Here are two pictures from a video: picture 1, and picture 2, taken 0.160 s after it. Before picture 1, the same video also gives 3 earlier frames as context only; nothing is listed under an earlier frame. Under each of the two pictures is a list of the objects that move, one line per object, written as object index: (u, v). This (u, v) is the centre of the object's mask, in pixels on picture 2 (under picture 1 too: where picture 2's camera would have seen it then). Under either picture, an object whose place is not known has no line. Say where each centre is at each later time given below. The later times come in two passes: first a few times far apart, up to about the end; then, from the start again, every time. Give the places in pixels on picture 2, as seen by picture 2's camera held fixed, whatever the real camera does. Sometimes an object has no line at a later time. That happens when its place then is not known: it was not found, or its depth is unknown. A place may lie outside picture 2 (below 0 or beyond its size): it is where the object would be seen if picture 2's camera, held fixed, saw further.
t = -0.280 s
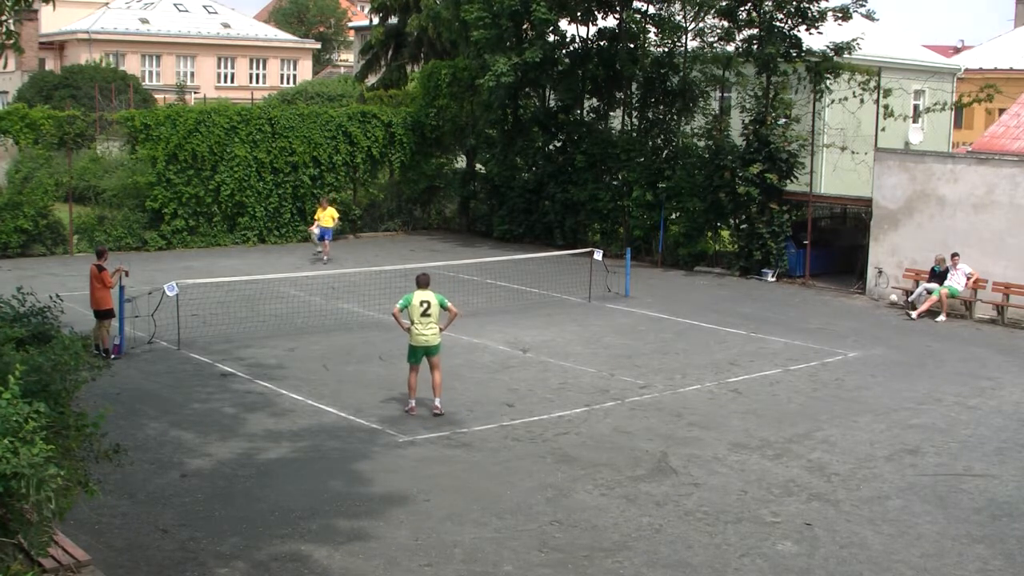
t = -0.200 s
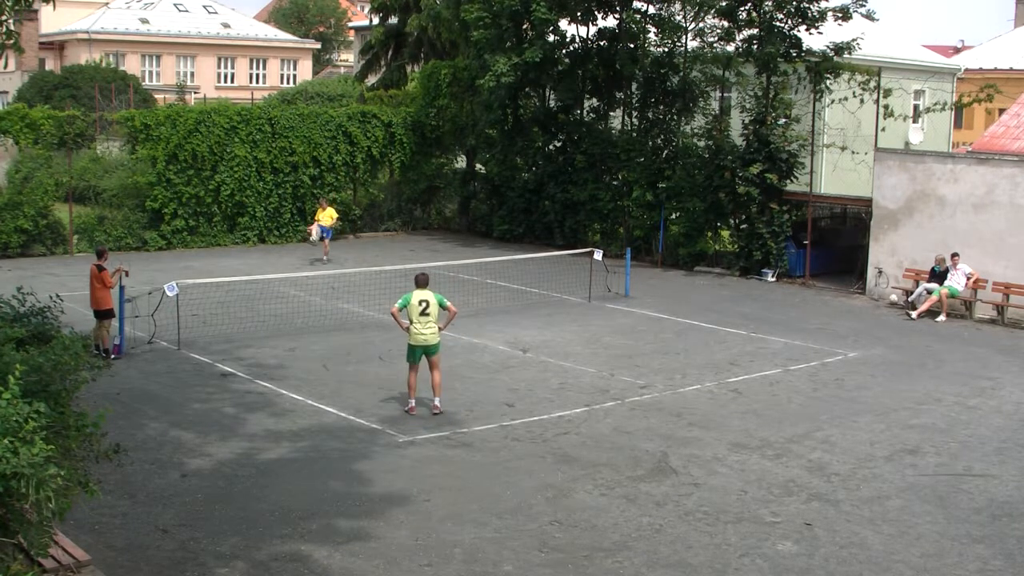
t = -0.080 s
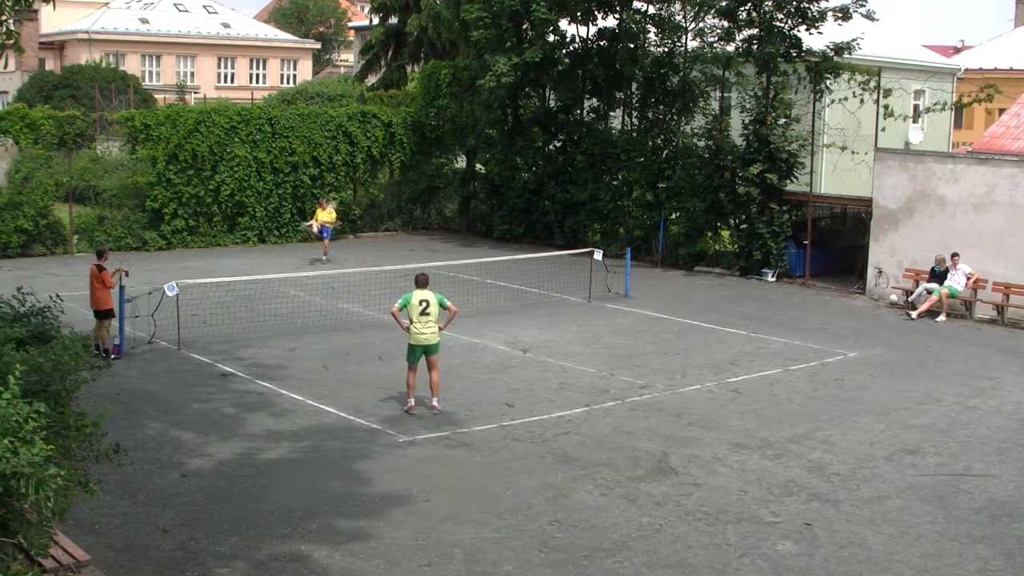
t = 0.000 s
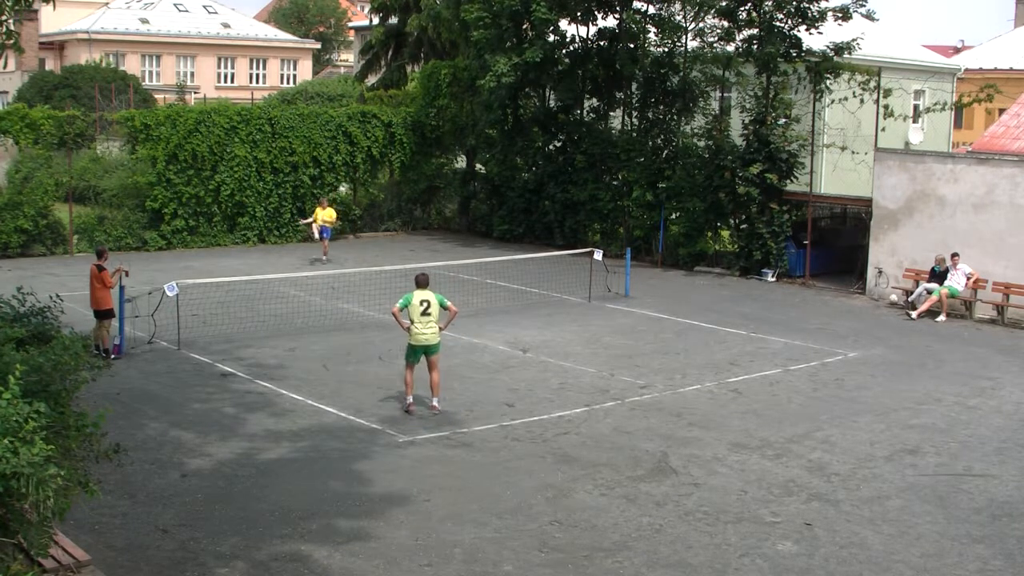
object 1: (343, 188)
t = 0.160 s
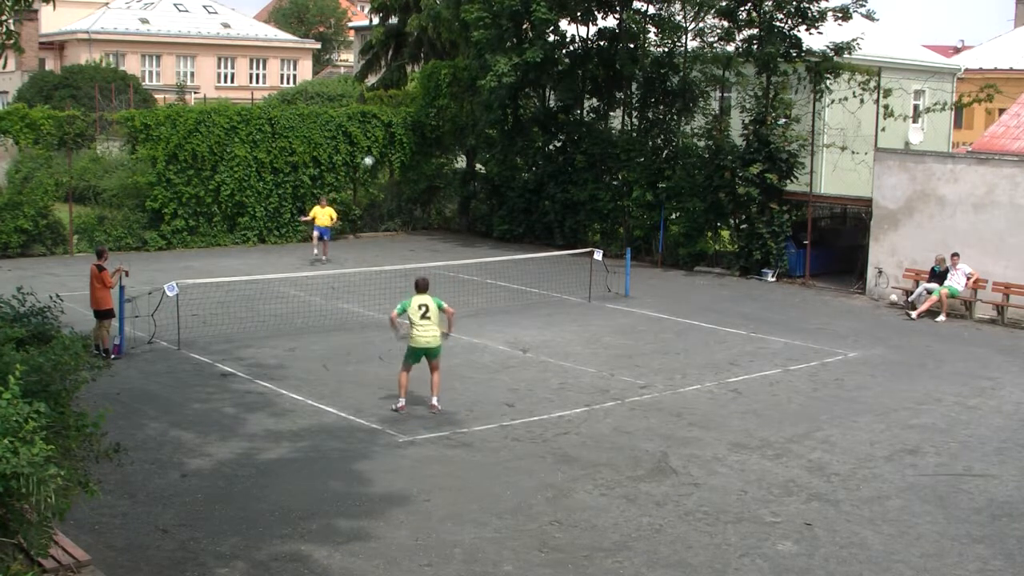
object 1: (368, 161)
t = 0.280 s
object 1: (389, 147)
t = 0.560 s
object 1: (443, 142)
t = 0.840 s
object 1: (508, 183)
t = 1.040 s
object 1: (561, 246)
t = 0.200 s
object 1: (374, 155)
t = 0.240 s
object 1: (381, 151)
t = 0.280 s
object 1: (389, 147)
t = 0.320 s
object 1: (396, 144)
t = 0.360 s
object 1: (403, 141)
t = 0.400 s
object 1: (412, 140)
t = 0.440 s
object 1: (419, 139)
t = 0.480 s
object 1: (427, 139)
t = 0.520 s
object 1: (435, 140)
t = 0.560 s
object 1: (443, 142)
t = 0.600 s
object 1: (452, 145)
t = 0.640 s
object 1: (461, 148)
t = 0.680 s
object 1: (470, 153)
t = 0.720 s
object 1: (480, 159)
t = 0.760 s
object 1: (489, 165)
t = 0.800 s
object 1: (499, 173)
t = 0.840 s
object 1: (508, 183)
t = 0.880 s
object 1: (519, 193)
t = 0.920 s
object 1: (529, 205)
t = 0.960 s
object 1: (539, 218)
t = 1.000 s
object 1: (550, 232)
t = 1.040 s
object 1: (561, 246)
